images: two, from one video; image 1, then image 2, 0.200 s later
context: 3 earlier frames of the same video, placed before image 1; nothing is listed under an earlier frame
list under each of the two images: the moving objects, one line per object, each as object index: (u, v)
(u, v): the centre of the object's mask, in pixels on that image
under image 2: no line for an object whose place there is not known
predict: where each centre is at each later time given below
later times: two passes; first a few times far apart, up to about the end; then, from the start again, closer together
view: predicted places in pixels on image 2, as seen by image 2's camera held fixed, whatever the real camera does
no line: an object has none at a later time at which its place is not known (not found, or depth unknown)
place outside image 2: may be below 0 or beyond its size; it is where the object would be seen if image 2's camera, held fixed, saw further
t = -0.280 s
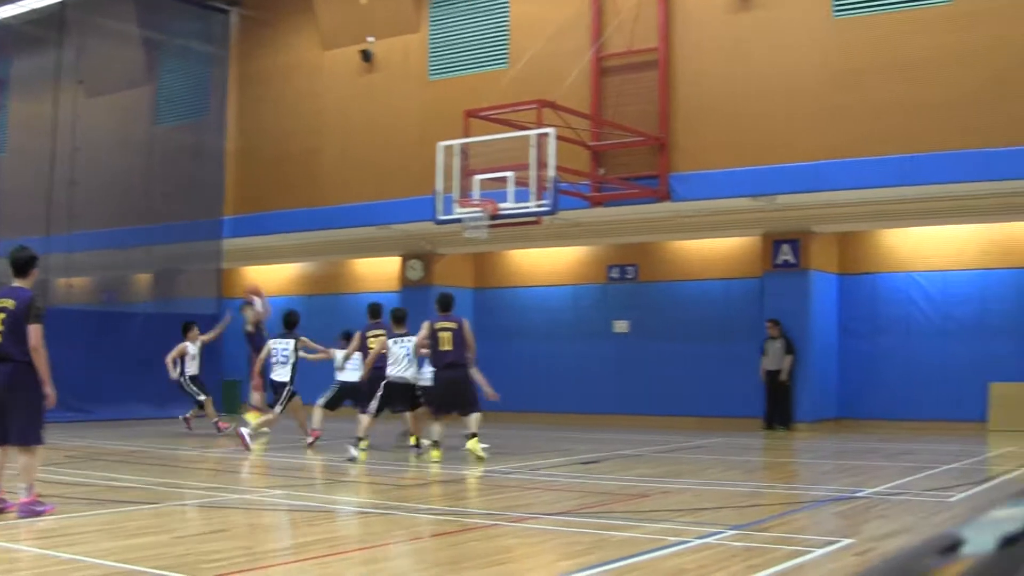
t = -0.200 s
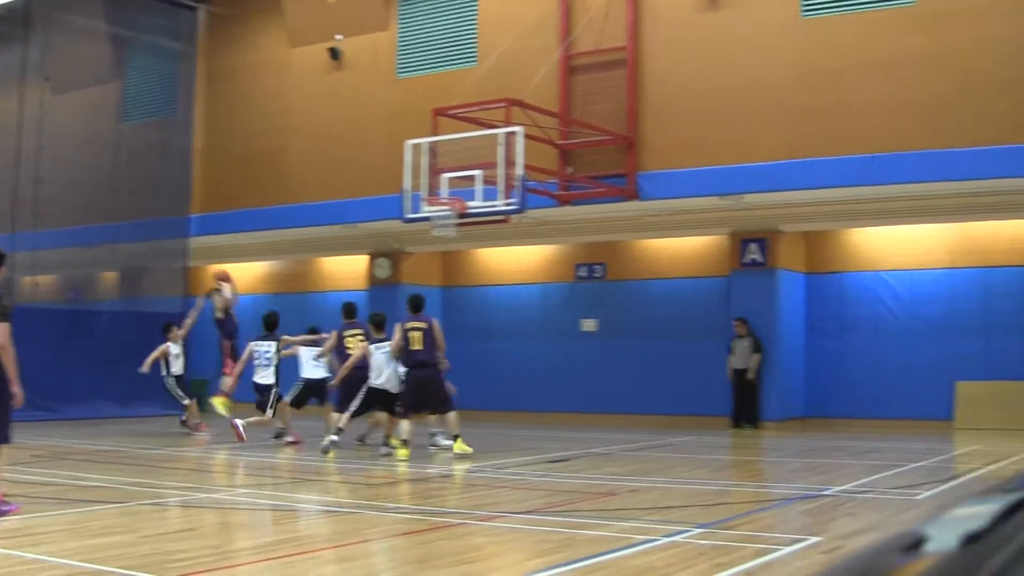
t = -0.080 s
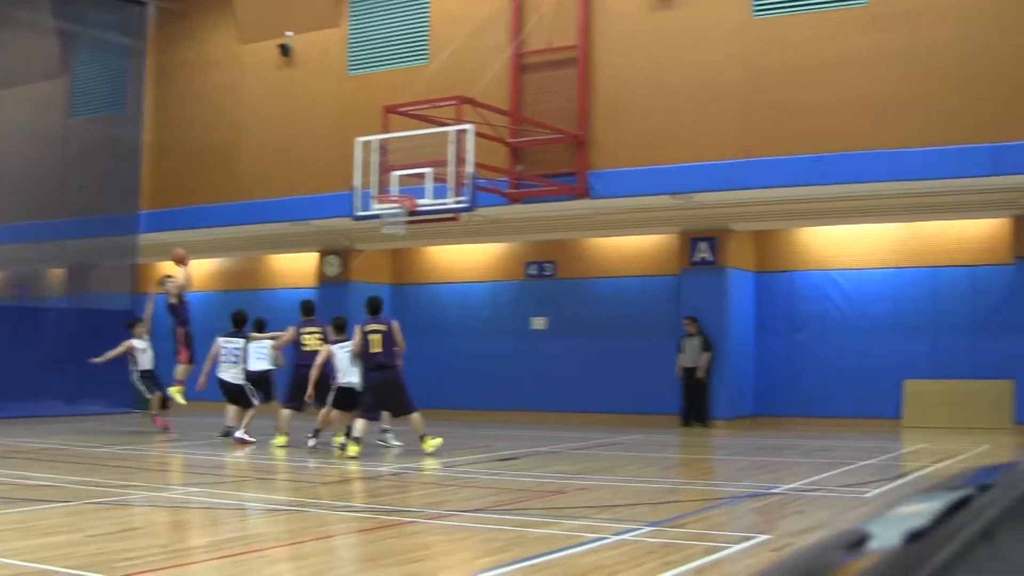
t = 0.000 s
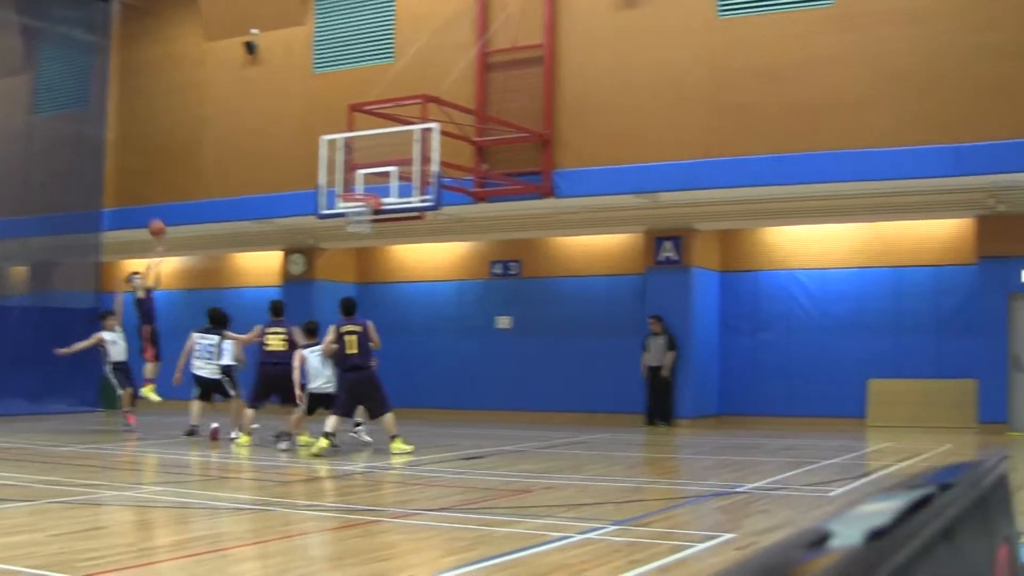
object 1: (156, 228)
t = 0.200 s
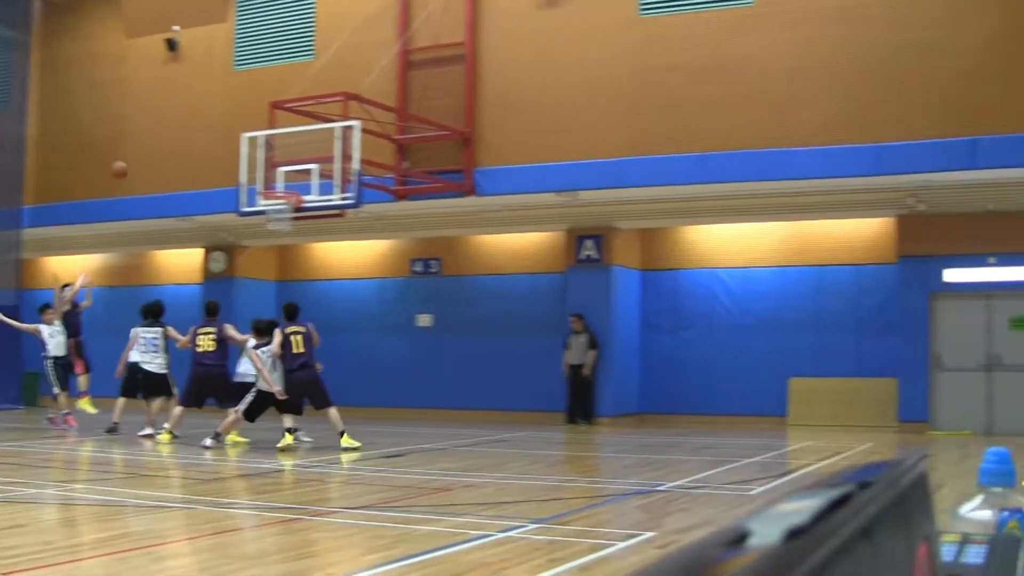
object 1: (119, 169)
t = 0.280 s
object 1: (140, 155)
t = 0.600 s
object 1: (210, 139)
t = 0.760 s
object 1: (244, 160)
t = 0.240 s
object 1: (130, 162)
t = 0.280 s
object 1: (140, 155)
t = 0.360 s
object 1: (159, 145)
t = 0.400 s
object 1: (168, 141)
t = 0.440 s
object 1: (177, 139)
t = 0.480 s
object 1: (185, 138)
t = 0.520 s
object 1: (194, 138)
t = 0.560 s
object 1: (202, 138)
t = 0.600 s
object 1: (210, 139)
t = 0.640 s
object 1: (219, 144)
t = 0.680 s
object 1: (227, 148)
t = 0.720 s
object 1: (235, 153)
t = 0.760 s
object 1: (244, 160)
